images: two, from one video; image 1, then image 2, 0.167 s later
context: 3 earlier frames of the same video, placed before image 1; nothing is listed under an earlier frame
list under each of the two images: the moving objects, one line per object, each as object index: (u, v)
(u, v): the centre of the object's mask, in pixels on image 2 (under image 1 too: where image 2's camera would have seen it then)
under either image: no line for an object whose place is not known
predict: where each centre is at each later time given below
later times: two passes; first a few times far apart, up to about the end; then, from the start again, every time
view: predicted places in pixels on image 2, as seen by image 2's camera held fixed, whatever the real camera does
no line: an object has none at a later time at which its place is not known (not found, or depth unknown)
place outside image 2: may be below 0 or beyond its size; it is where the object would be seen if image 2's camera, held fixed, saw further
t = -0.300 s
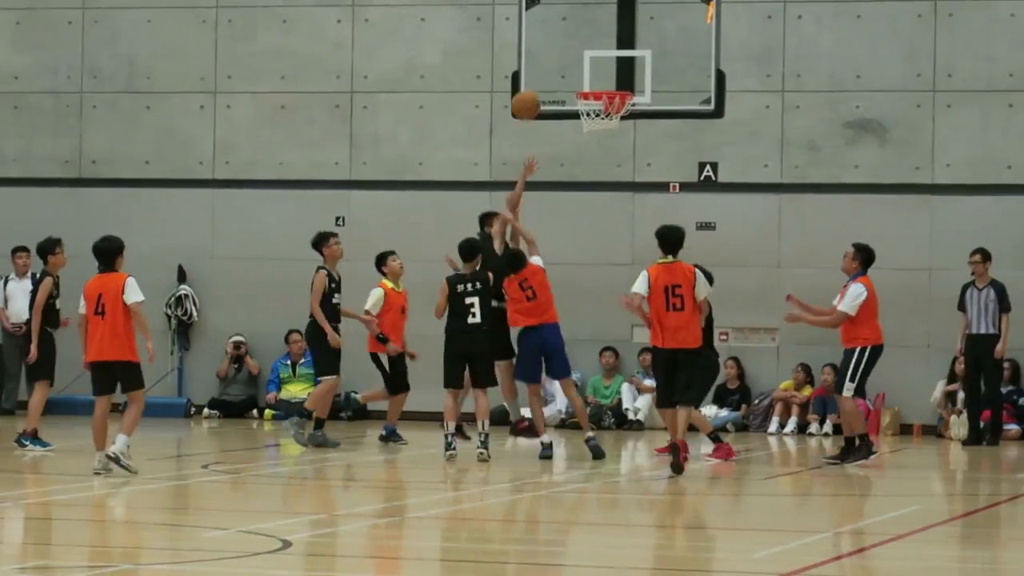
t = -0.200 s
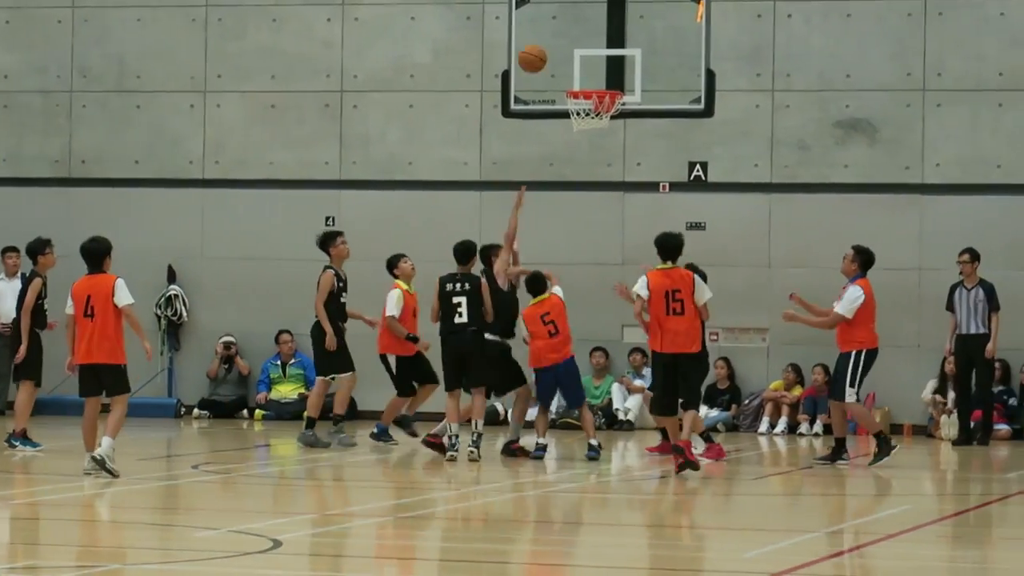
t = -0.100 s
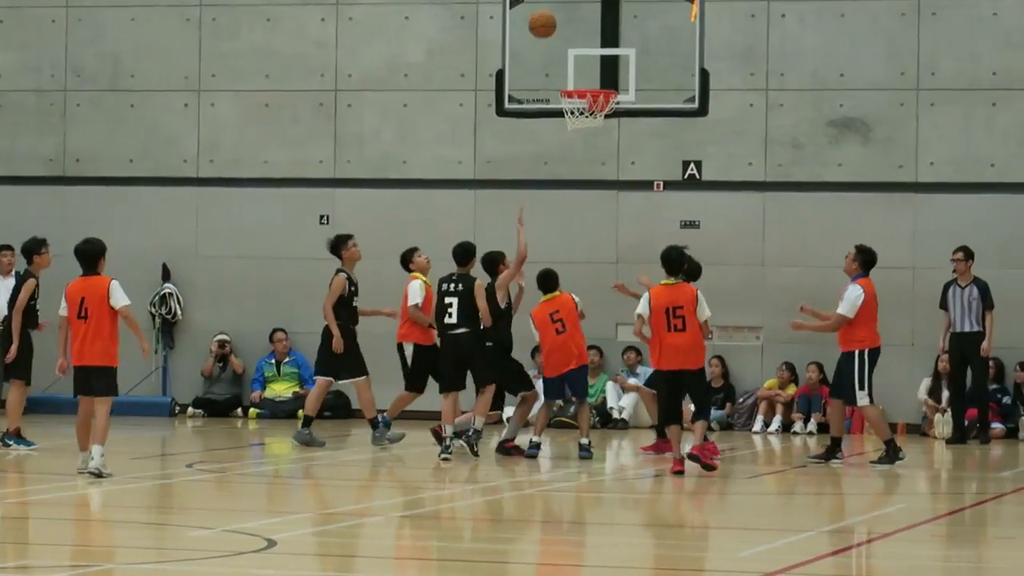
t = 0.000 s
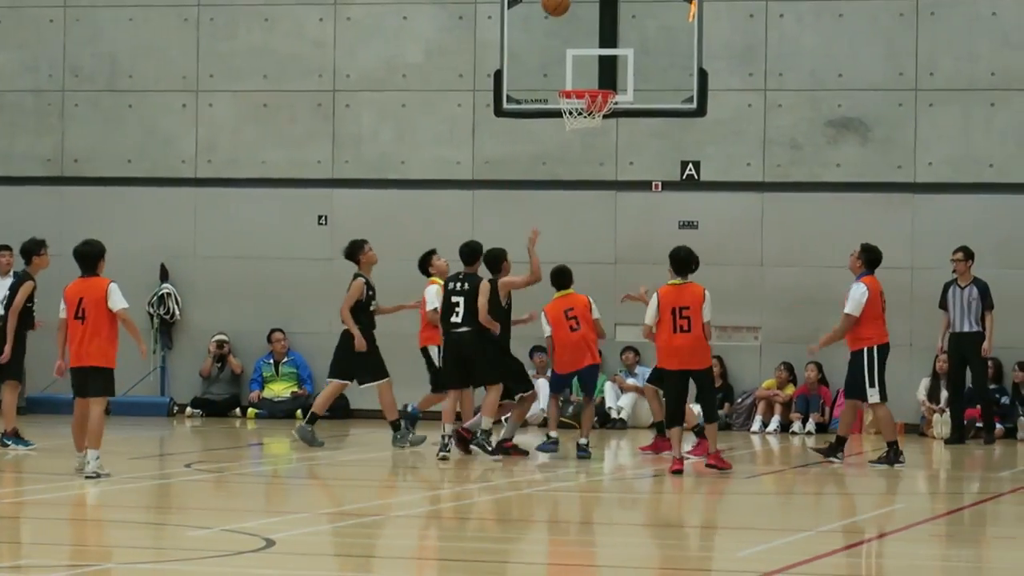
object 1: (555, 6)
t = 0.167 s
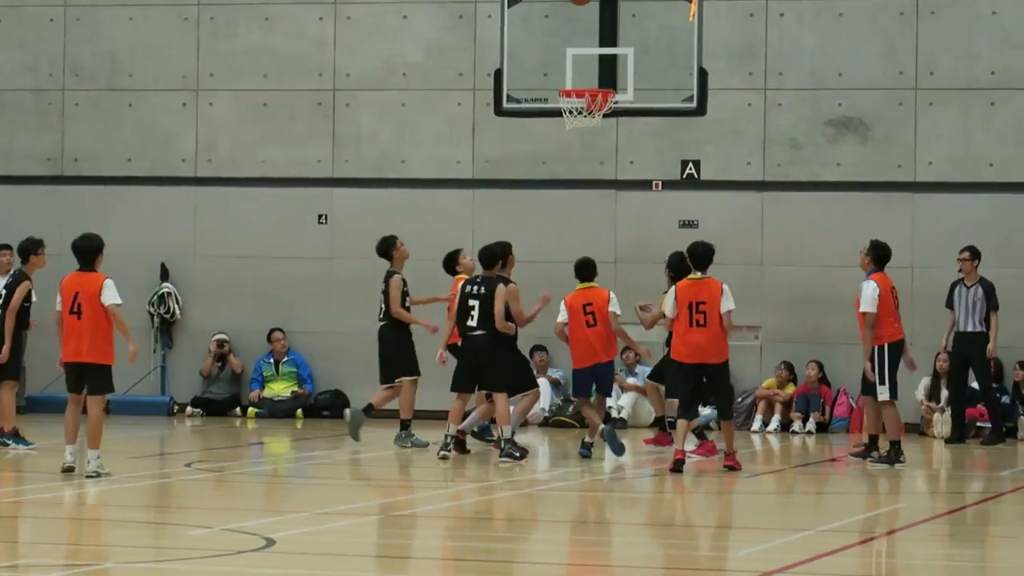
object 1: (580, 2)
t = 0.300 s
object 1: (598, 9)
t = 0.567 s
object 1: (632, 93)
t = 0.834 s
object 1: (627, 200)
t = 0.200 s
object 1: (584, 3)
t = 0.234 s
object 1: (589, 4)
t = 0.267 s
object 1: (594, 6)
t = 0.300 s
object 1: (598, 9)
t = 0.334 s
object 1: (603, 13)
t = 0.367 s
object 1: (607, 20)
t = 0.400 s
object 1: (611, 29)
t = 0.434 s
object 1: (615, 39)
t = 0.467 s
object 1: (620, 51)
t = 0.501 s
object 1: (624, 64)
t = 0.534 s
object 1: (628, 78)
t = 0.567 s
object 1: (632, 93)
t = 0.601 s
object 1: (633, 105)
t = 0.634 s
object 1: (632, 115)
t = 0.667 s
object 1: (632, 125)
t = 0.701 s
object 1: (631, 138)
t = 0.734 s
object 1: (630, 151)
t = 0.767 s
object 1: (630, 166)
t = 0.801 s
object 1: (628, 182)
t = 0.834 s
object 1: (627, 200)
